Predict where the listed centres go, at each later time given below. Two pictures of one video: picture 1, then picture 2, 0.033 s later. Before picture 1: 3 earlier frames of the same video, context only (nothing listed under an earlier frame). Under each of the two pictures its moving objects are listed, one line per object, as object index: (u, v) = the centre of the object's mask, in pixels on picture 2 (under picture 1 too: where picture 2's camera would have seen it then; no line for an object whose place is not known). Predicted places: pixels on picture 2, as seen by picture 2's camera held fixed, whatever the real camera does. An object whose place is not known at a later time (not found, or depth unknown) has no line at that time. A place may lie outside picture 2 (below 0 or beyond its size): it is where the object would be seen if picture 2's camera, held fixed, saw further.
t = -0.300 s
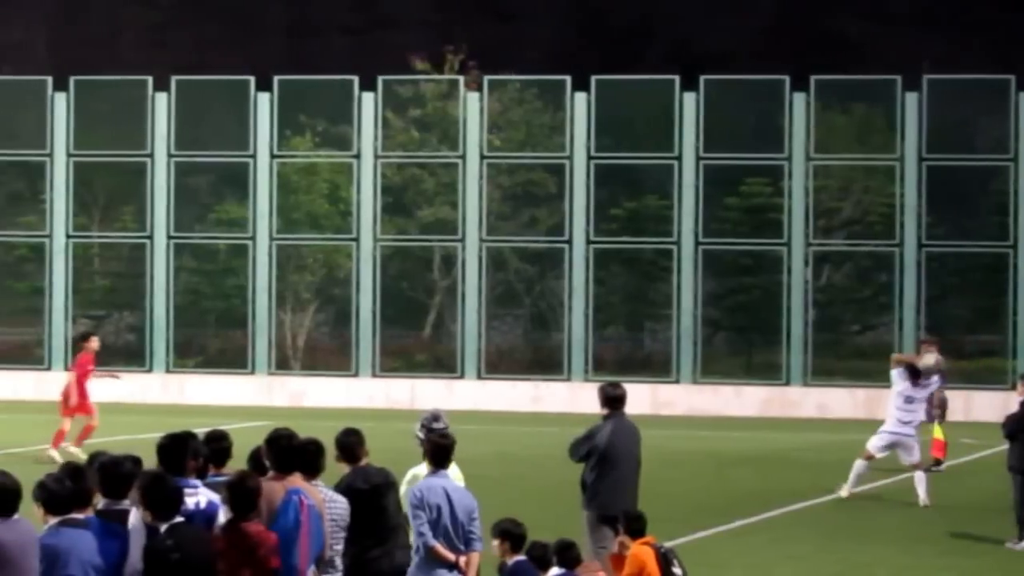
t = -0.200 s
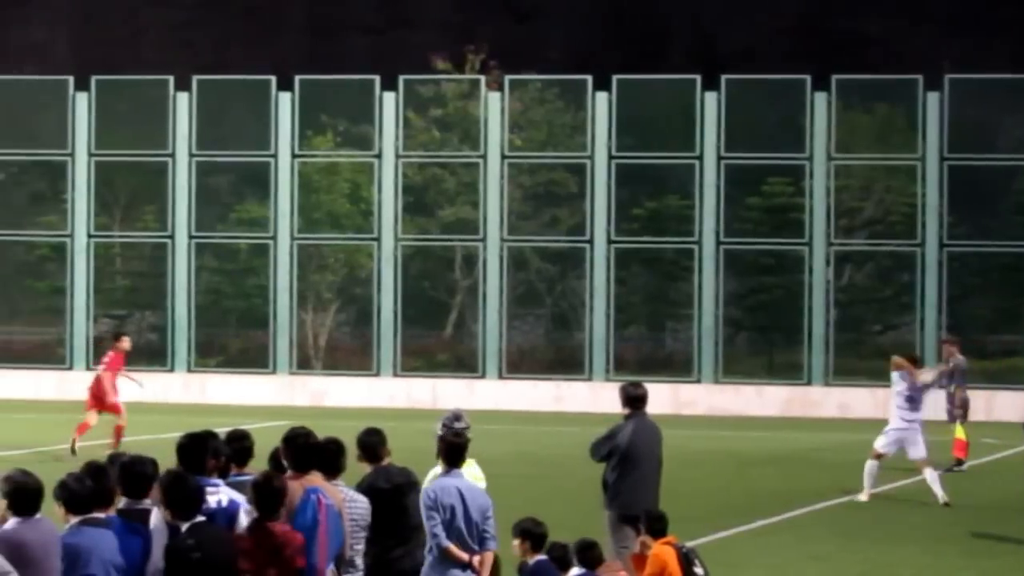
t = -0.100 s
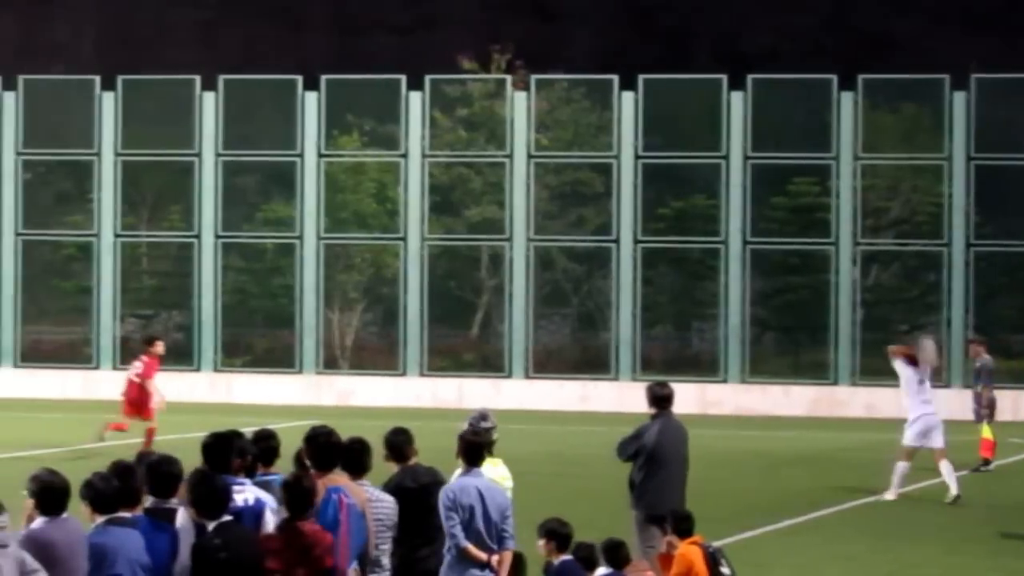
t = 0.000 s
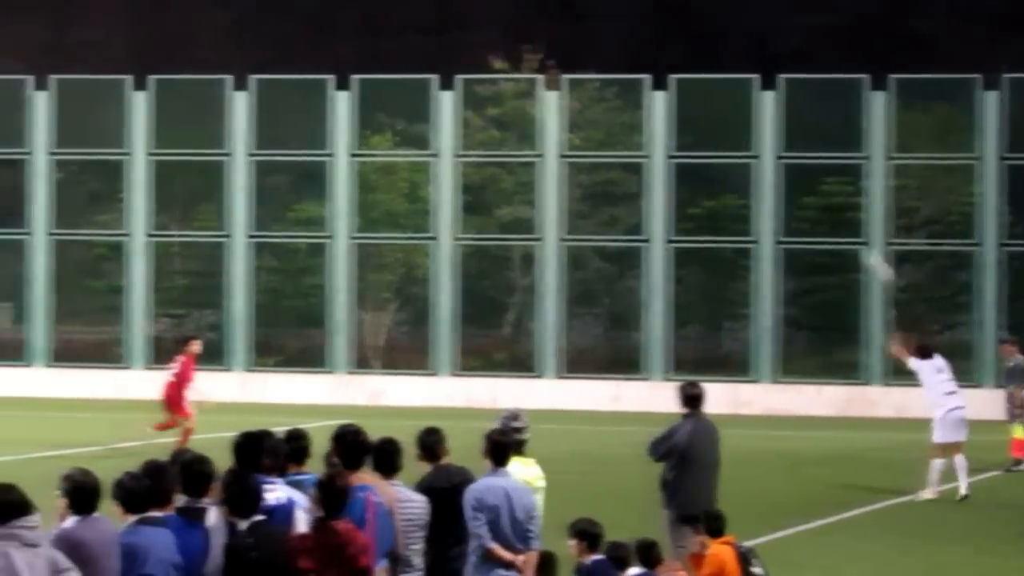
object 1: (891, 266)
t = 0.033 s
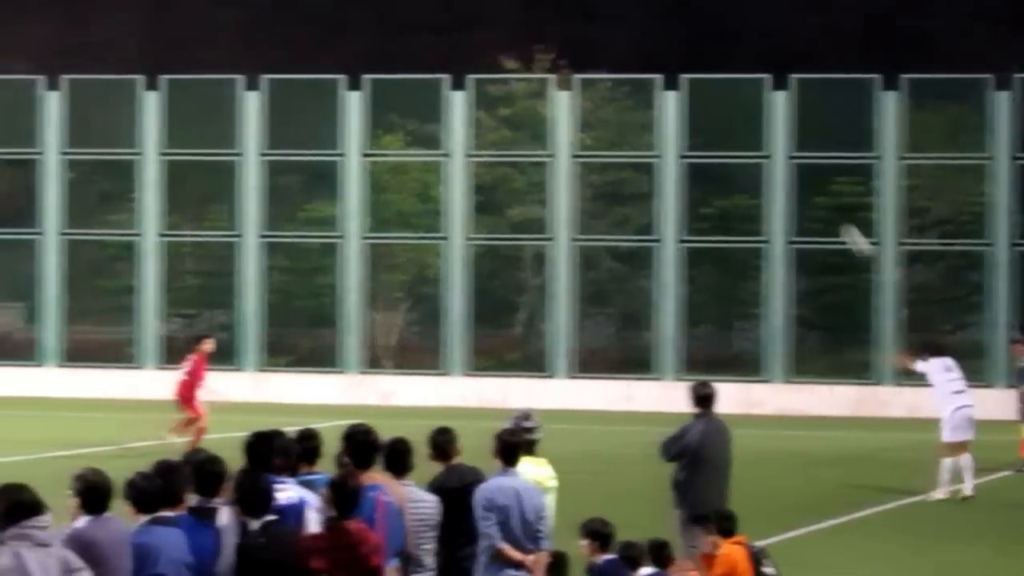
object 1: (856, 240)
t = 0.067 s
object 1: (823, 217)
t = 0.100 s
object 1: (790, 195)
